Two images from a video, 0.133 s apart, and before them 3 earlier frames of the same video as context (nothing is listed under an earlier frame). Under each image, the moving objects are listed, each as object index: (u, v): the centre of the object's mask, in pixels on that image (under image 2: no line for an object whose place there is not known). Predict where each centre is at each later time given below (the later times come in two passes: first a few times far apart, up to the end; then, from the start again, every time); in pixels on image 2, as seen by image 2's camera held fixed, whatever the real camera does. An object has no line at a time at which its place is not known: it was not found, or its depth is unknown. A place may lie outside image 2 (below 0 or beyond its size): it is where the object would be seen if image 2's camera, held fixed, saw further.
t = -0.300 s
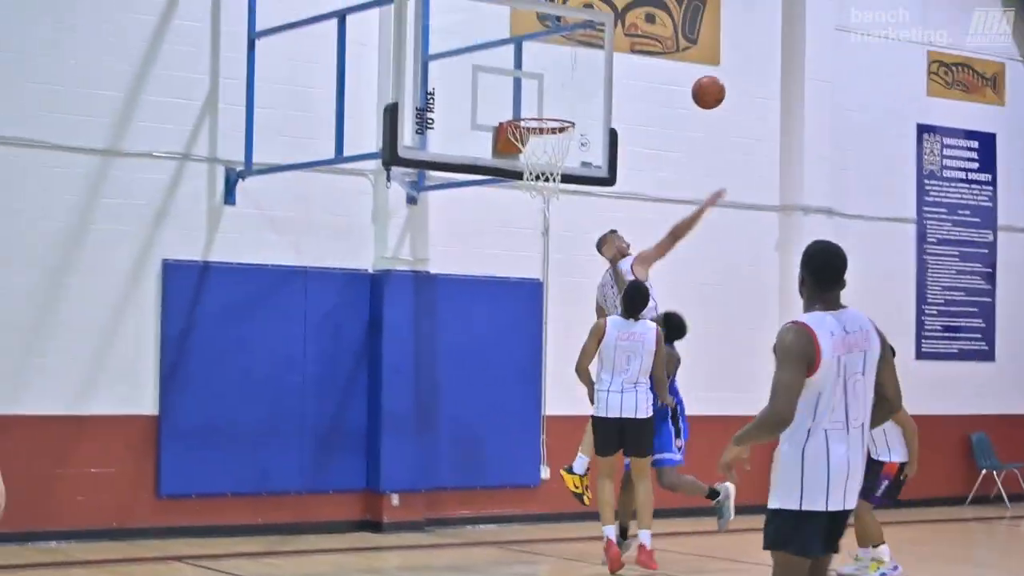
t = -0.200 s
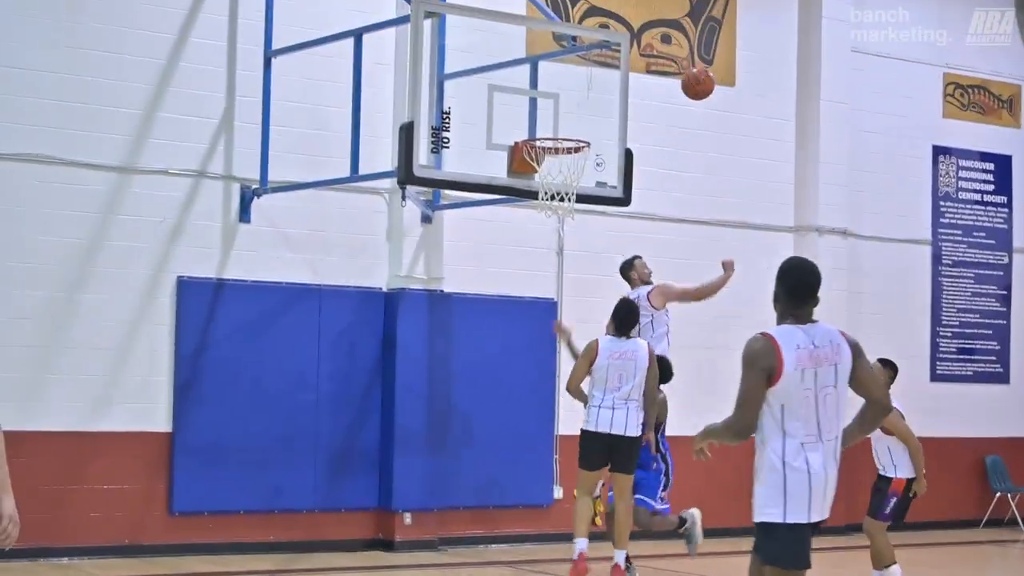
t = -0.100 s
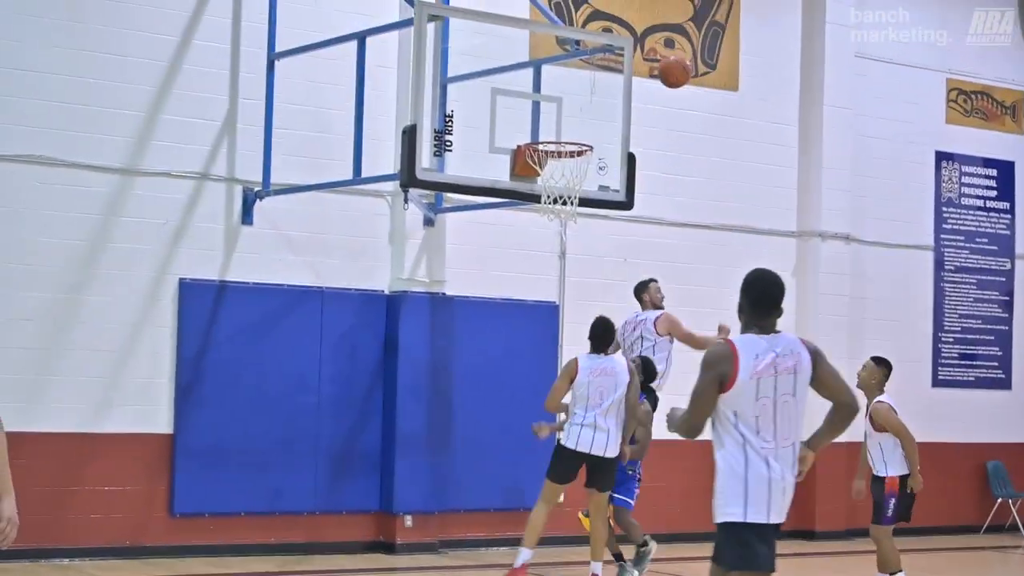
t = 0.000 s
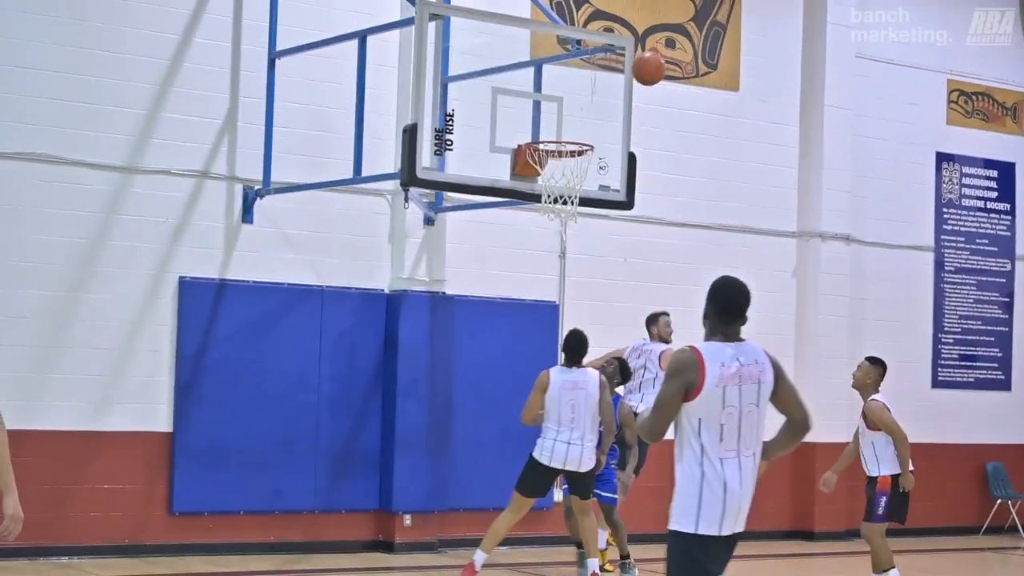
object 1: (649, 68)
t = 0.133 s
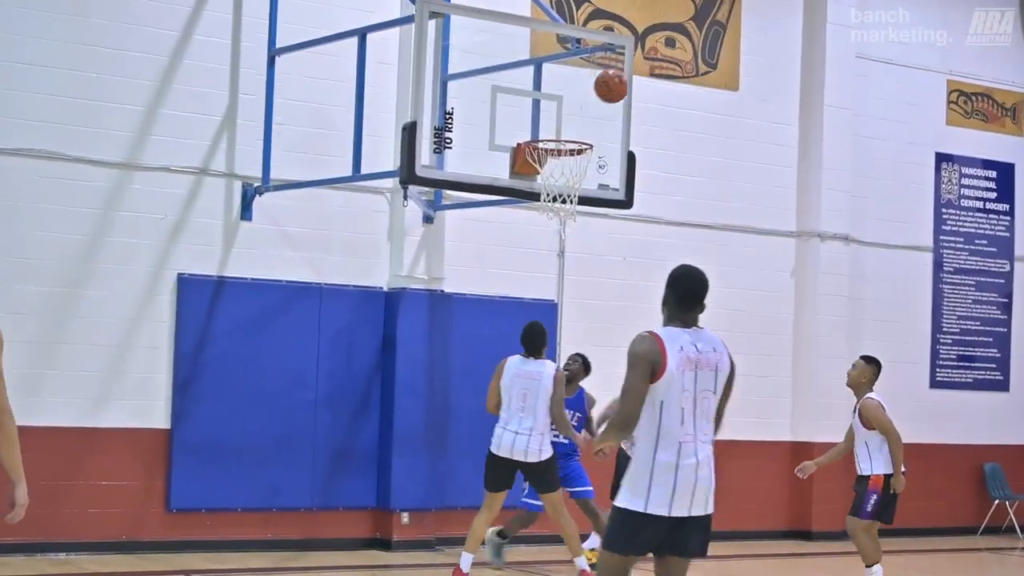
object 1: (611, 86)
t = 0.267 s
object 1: (573, 128)
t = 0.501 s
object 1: (524, 235)
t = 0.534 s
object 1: (518, 252)
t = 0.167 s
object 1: (602, 94)
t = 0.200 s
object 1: (592, 104)
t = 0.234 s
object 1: (583, 116)
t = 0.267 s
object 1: (573, 128)
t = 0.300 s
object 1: (564, 143)
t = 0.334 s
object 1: (556, 160)
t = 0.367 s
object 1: (546, 177)
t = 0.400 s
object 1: (539, 191)
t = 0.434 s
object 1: (533, 209)
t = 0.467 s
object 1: (529, 219)
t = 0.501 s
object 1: (524, 235)
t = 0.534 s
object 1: (518, 252)
